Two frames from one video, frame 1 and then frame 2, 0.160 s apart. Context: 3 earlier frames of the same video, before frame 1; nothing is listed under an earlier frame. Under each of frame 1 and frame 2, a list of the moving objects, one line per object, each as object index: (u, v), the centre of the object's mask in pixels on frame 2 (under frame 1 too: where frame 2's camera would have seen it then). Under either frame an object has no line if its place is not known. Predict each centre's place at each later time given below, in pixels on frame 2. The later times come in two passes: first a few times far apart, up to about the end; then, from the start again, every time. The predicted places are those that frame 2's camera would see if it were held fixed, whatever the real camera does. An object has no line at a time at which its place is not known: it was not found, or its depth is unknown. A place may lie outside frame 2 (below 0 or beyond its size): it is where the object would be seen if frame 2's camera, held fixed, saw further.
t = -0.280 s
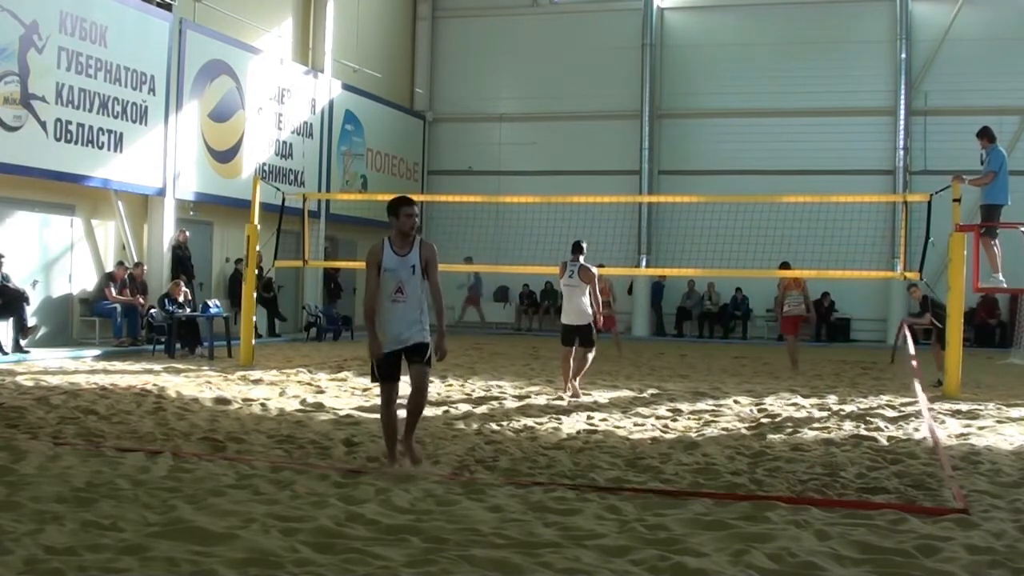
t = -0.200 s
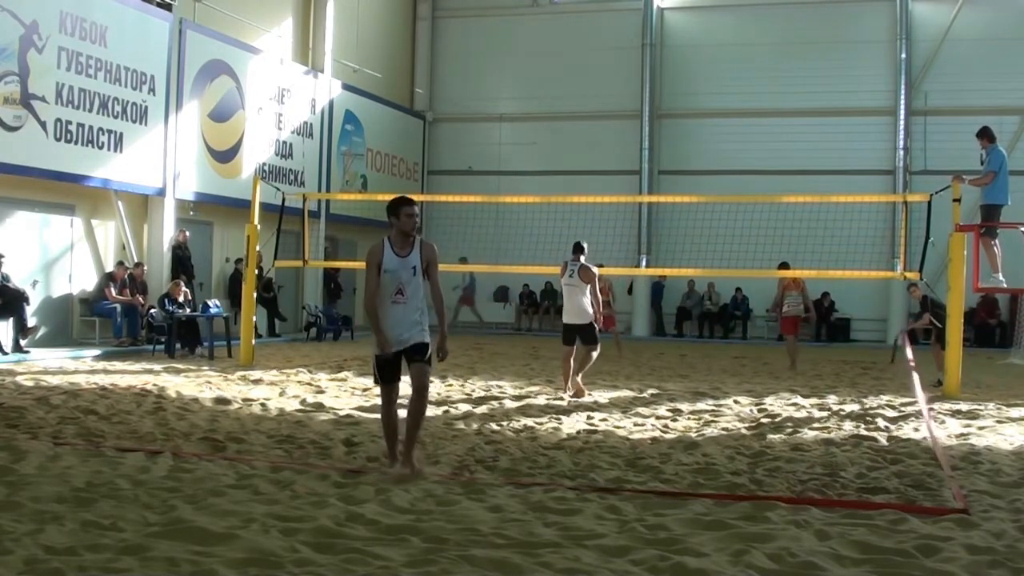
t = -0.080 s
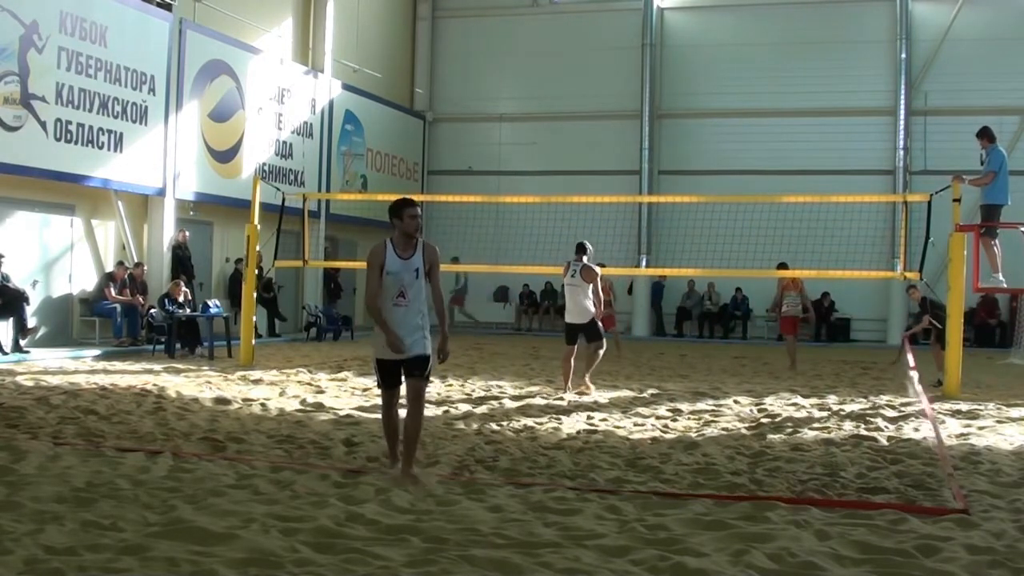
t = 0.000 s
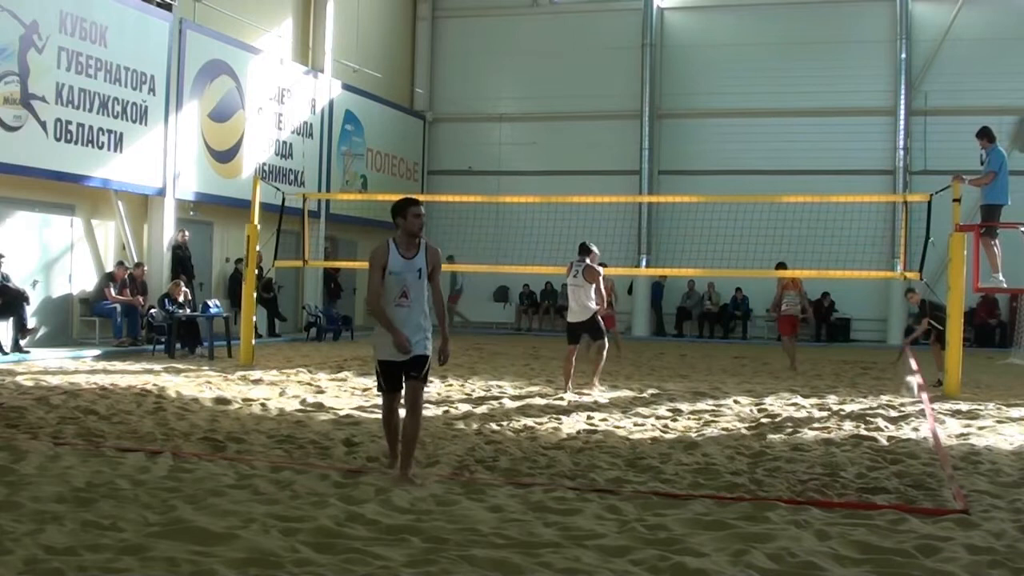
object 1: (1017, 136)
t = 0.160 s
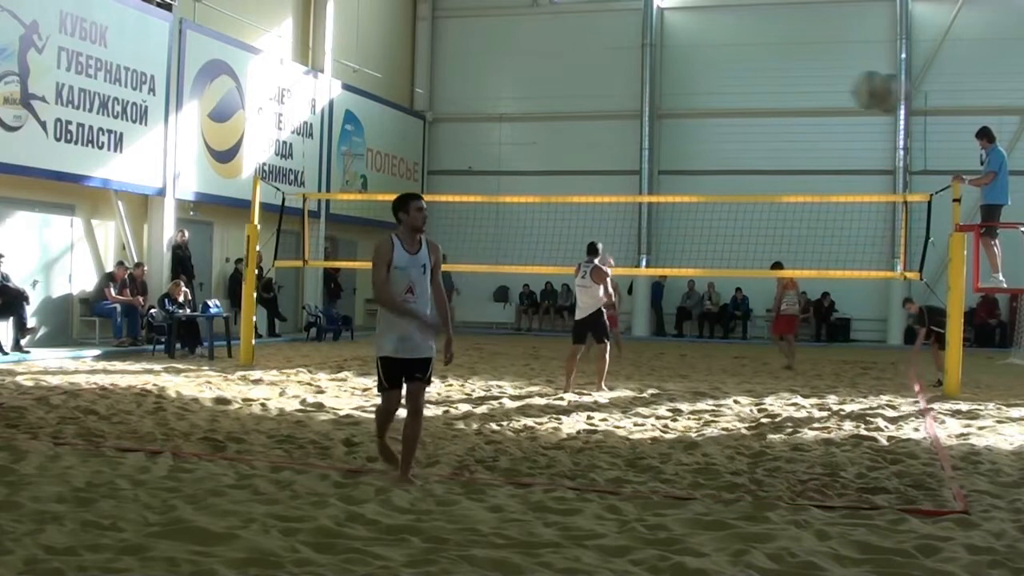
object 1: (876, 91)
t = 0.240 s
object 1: (804, 87)
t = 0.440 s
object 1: (622, 127)
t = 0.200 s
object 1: (841, 87)
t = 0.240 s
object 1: (804, 87)
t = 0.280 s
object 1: (767, 88)
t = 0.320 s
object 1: (731, 93)
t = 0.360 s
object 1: (697, 100)
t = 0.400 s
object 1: (663, 111)
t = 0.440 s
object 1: (622, 127)
